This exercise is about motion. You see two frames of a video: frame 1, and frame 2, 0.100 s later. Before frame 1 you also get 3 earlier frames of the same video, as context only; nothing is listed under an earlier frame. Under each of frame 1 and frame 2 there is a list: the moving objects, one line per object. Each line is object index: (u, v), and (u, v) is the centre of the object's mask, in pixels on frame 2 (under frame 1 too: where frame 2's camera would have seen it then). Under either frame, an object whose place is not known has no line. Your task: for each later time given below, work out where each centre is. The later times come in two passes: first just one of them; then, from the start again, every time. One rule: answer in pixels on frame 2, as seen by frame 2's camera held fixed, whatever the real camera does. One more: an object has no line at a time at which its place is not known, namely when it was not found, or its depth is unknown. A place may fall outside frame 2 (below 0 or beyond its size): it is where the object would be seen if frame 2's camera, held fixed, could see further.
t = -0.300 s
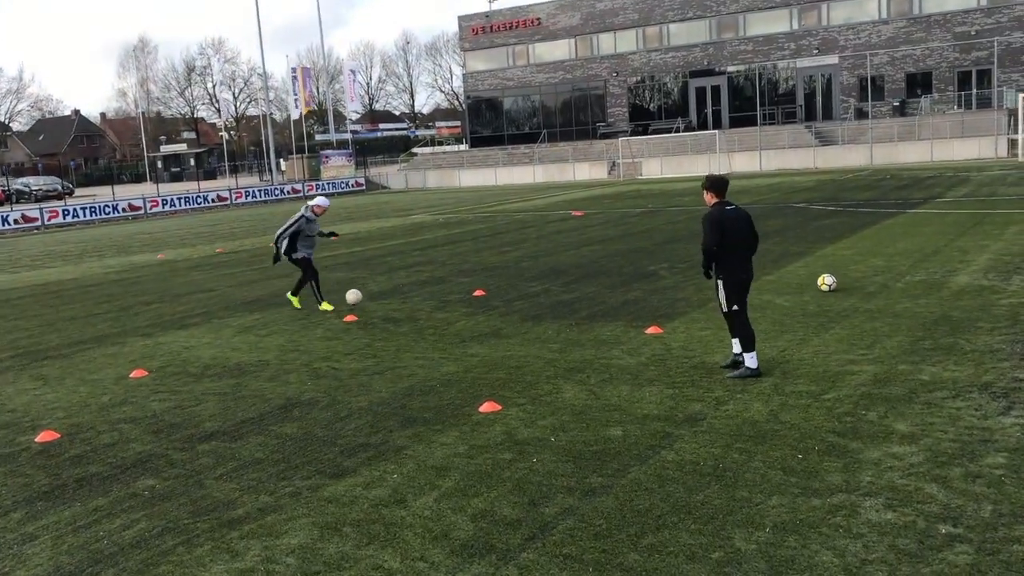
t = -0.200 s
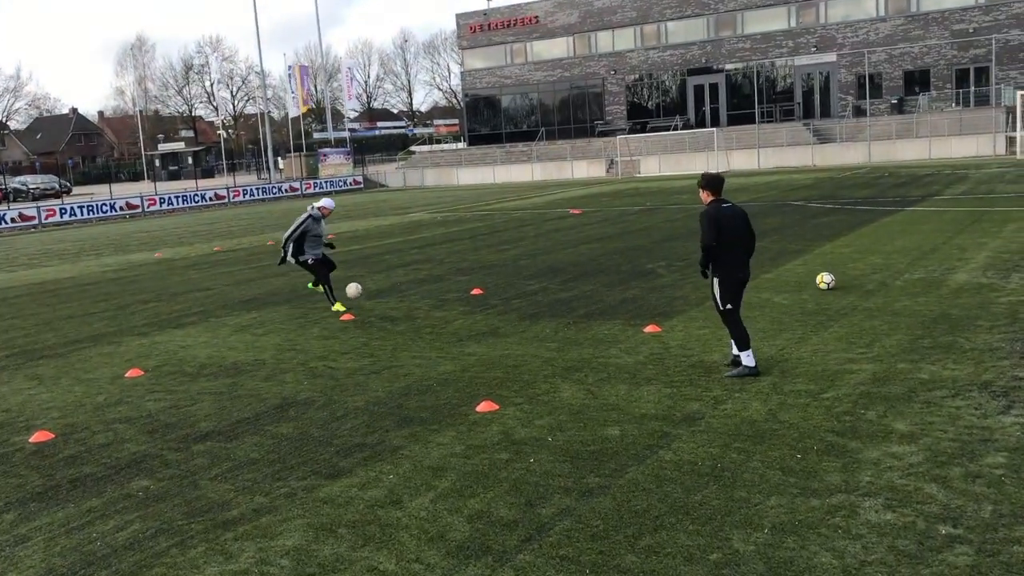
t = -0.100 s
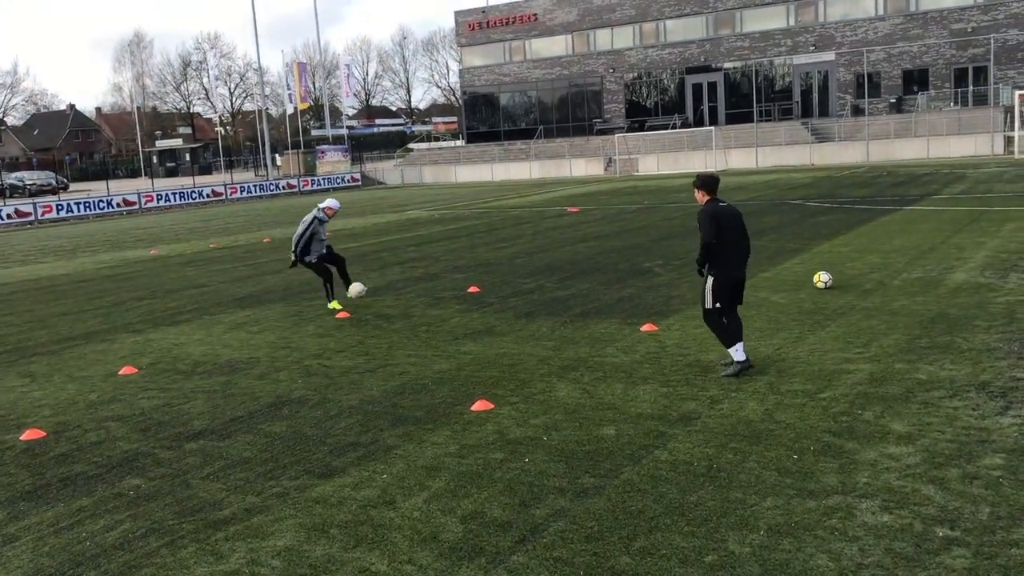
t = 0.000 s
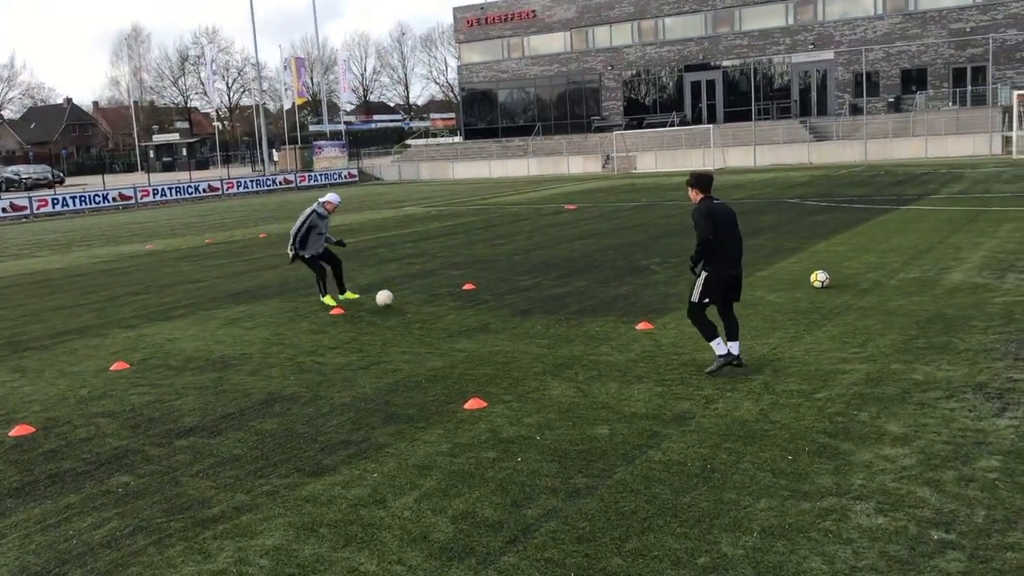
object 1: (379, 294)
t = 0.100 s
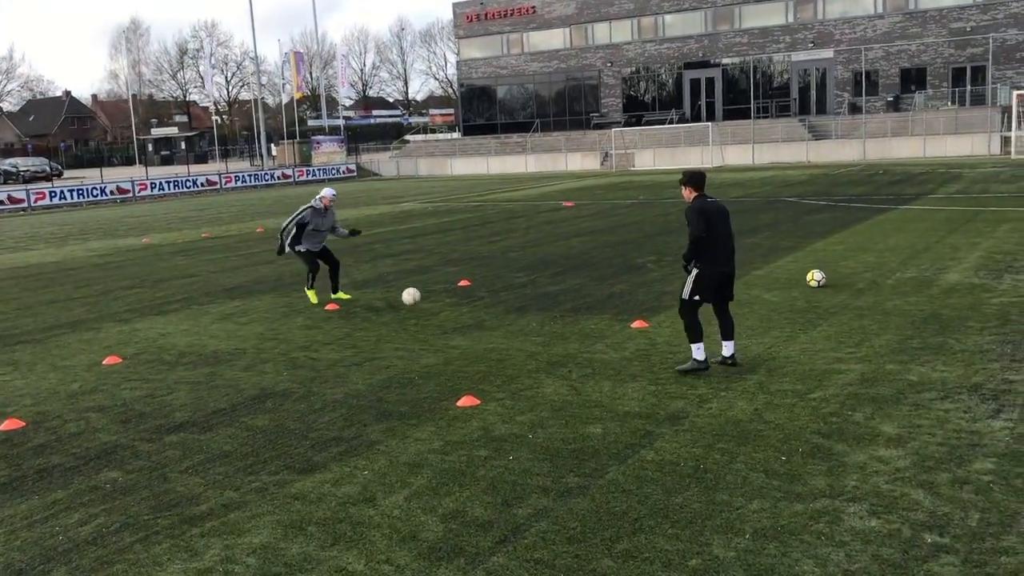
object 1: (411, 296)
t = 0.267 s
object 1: (467, 308)
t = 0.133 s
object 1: (421, 297)
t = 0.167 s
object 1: (432, 298)
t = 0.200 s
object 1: (443, 300)
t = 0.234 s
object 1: (455, 303)
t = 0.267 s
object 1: (467, 308)
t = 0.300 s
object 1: (479, 314)
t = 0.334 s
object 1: (492, 319)
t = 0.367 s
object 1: (503, 318)
